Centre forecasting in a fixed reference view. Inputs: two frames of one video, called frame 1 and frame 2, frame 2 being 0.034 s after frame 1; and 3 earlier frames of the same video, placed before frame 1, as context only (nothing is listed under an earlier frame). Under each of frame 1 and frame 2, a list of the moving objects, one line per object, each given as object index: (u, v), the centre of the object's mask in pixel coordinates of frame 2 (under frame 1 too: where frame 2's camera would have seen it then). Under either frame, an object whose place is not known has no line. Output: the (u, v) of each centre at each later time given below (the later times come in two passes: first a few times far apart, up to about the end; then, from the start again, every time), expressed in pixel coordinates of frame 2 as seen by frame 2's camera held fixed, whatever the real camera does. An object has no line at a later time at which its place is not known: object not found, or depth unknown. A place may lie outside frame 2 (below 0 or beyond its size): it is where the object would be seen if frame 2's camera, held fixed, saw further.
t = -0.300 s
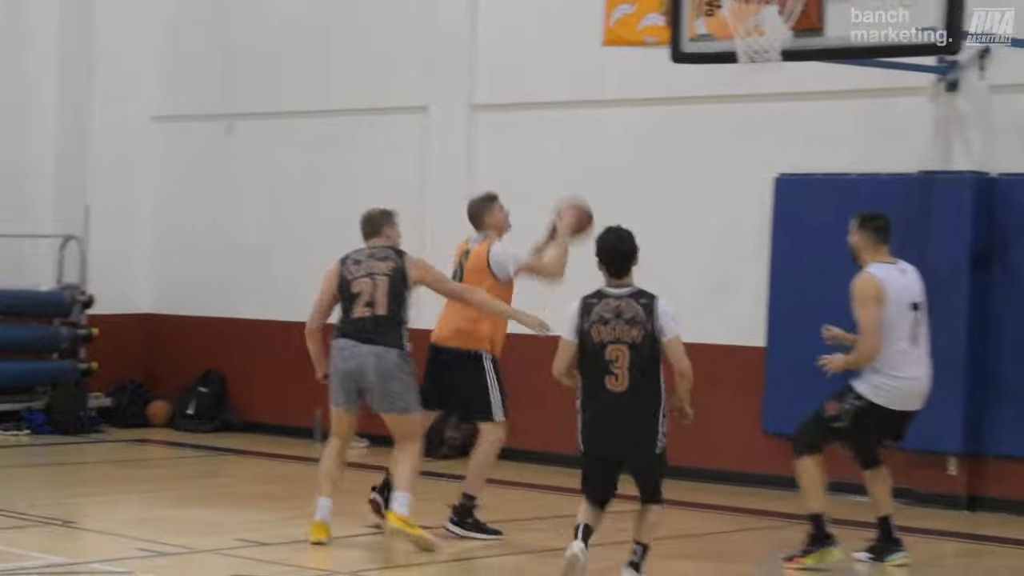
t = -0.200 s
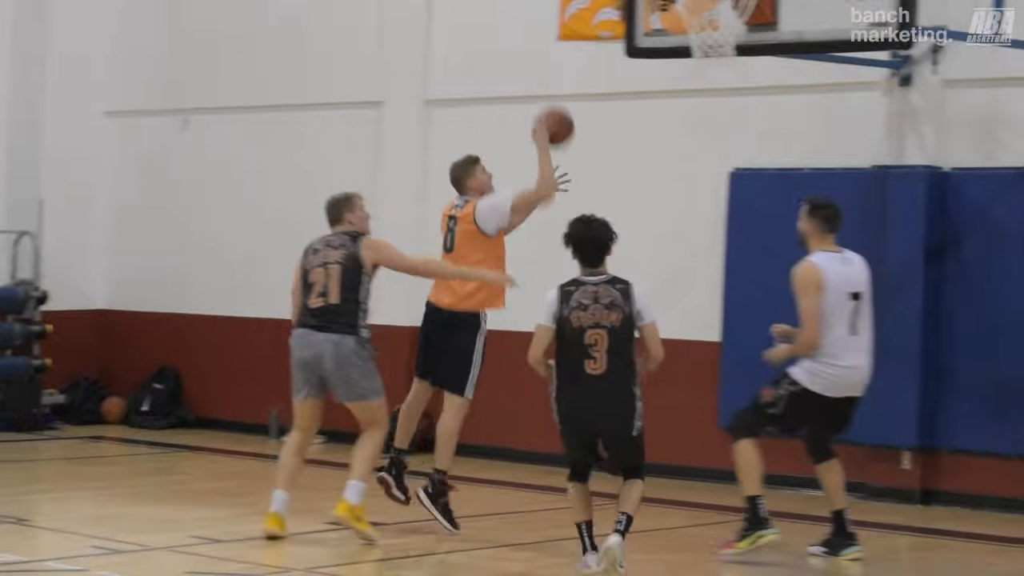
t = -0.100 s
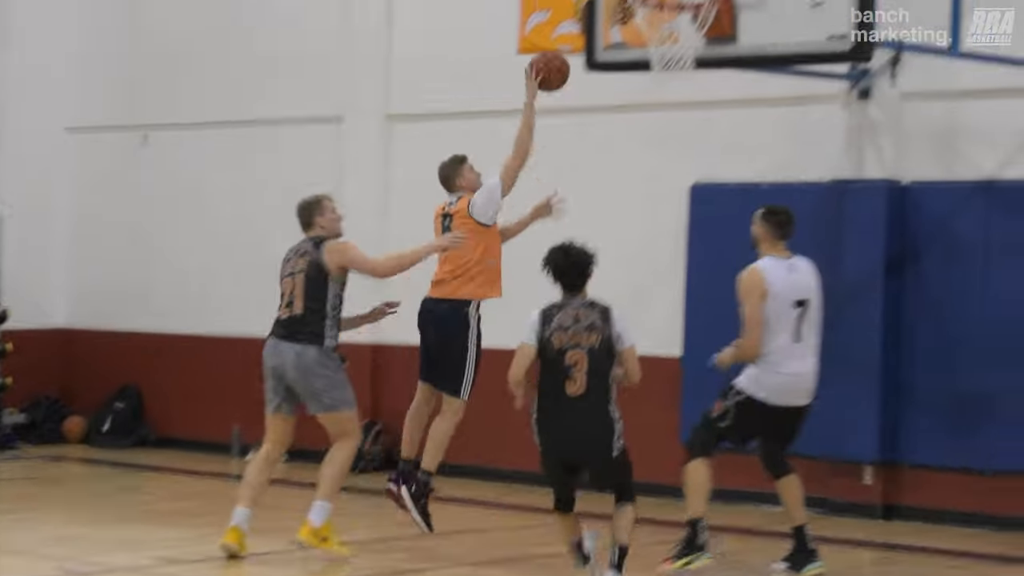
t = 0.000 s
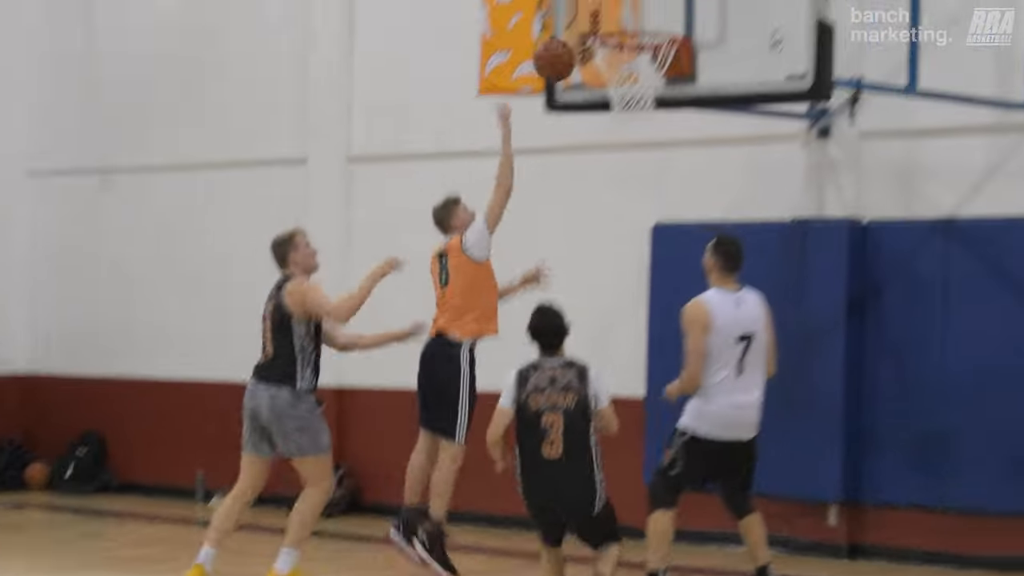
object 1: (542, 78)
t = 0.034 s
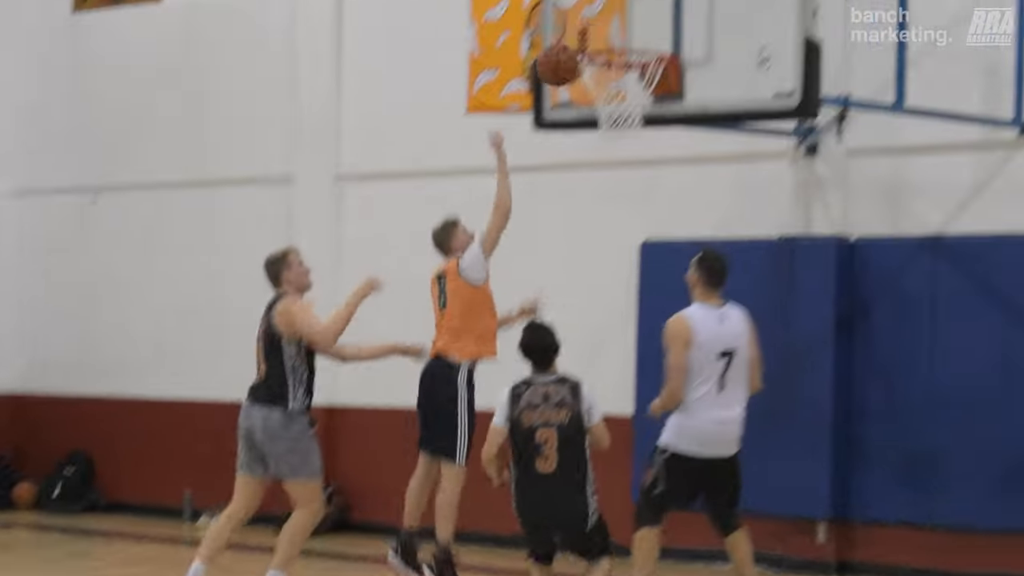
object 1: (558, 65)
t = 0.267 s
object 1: (624, 32)
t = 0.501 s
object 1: (628, 87)
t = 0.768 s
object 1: (613, 183)
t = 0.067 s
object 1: (572, 52)
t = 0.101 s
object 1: (587, 42)
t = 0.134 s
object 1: (602, 36)
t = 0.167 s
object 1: (618, 30)
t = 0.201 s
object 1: (622, 29)
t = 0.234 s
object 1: (623, 29)
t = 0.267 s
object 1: (624, 32)
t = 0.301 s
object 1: (625, 35)
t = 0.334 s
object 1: (625, 46)
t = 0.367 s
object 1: (626, 43)
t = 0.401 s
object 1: (628, 64)
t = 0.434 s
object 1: (626, 77)
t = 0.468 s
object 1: (628, 83)
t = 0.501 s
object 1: (628, 87)
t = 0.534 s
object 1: (623, 114)
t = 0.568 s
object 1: (624, 111)
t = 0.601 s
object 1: (623, 114)
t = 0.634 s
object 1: (622, 124)
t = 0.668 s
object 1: (619, 135)
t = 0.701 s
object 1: (617, 150)
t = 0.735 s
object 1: (615, 165)
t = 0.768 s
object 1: (613, 183)
